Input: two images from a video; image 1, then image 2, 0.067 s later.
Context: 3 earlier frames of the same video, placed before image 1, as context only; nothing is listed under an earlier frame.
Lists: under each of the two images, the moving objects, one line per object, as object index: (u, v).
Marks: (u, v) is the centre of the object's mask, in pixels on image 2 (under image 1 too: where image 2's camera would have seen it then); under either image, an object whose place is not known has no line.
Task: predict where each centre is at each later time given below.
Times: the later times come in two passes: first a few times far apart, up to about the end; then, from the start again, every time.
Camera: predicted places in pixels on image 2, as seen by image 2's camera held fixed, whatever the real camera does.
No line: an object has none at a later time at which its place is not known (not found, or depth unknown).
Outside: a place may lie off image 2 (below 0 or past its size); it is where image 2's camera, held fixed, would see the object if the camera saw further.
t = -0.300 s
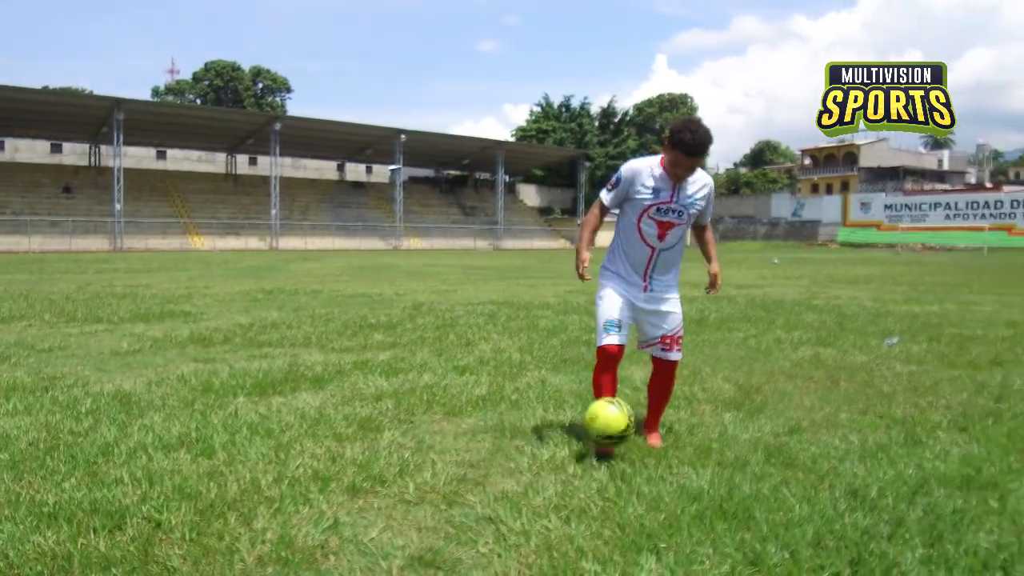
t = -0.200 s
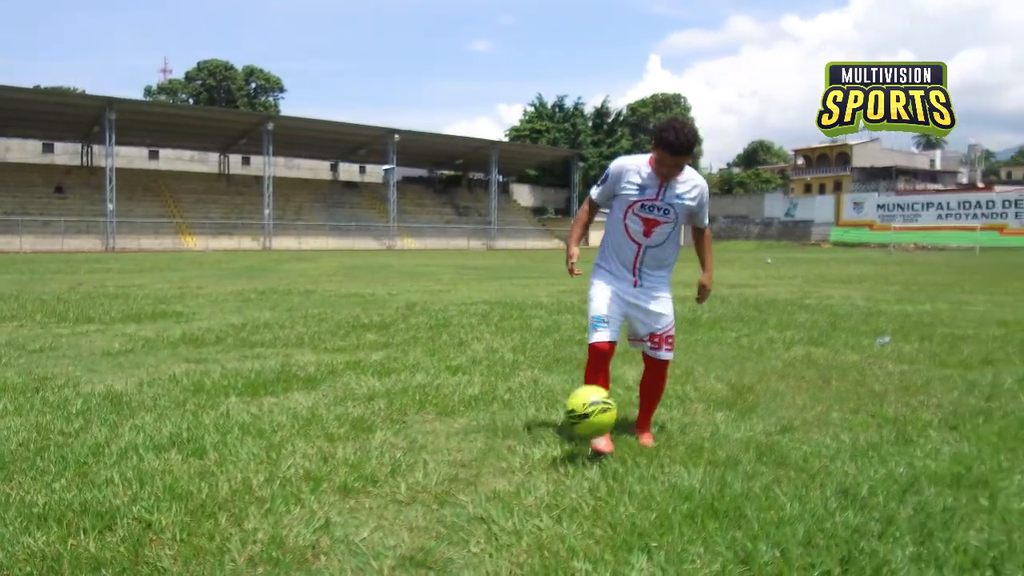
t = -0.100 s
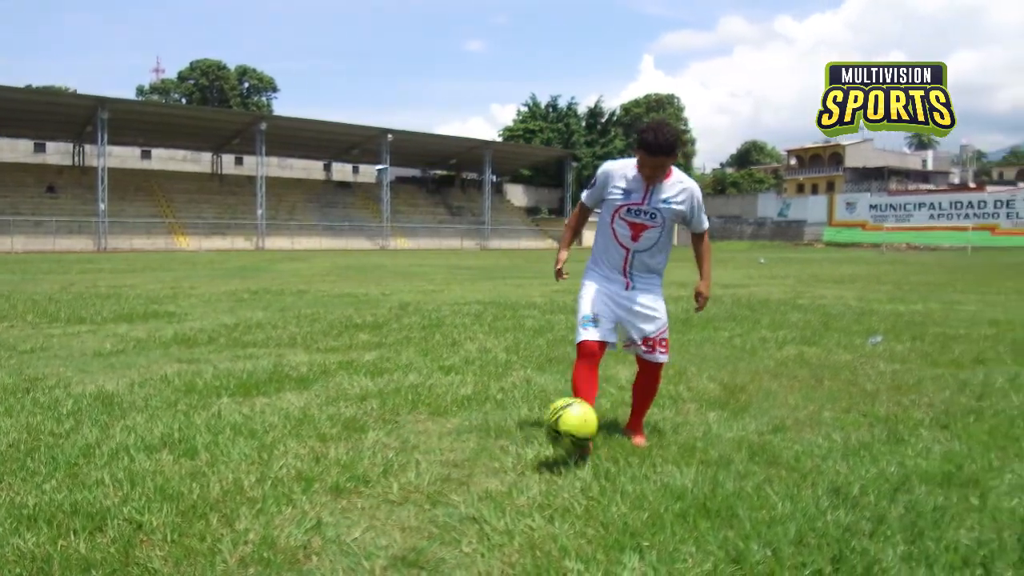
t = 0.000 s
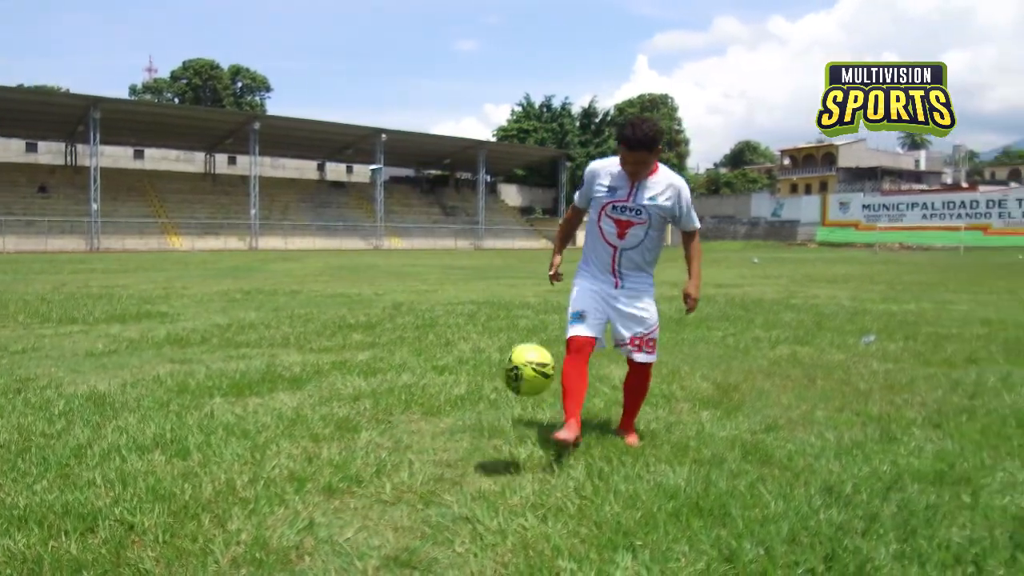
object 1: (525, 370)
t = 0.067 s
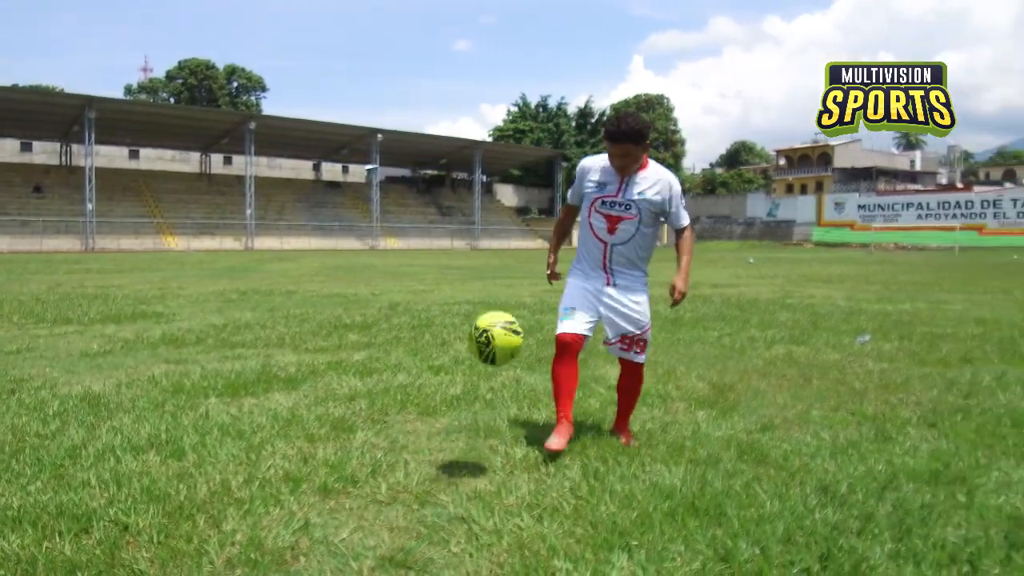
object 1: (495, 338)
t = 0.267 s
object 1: (405, 302)
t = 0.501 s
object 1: (291, 394)
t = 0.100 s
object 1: (481, 326)
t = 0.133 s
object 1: (466, 315)
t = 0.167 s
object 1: (452, 308)
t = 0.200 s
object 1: (436, 303)
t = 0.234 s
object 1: (420, 301)
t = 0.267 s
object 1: (405, 302)
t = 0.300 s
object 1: (389, 305)
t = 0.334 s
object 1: (373, 312)
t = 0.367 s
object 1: (357, 322)
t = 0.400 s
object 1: (341, 334)
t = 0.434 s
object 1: (324, 351)
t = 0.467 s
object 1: (308, 371)
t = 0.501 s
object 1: (291, 394)
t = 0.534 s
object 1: (275, 419)
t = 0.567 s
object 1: (257, 450)
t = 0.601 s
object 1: (241, 480)
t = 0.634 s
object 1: (230, 473)
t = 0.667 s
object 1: (221, 458)
